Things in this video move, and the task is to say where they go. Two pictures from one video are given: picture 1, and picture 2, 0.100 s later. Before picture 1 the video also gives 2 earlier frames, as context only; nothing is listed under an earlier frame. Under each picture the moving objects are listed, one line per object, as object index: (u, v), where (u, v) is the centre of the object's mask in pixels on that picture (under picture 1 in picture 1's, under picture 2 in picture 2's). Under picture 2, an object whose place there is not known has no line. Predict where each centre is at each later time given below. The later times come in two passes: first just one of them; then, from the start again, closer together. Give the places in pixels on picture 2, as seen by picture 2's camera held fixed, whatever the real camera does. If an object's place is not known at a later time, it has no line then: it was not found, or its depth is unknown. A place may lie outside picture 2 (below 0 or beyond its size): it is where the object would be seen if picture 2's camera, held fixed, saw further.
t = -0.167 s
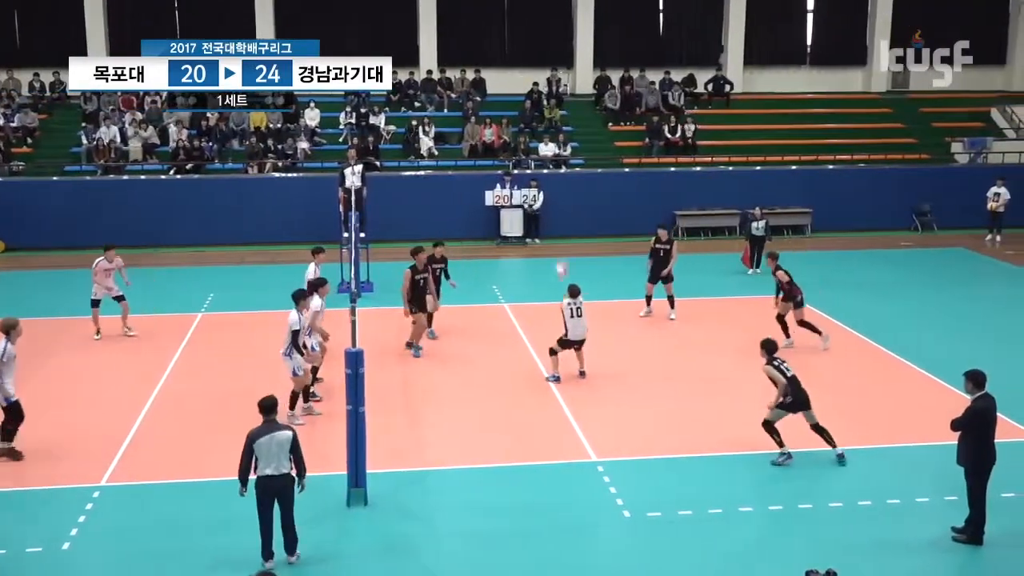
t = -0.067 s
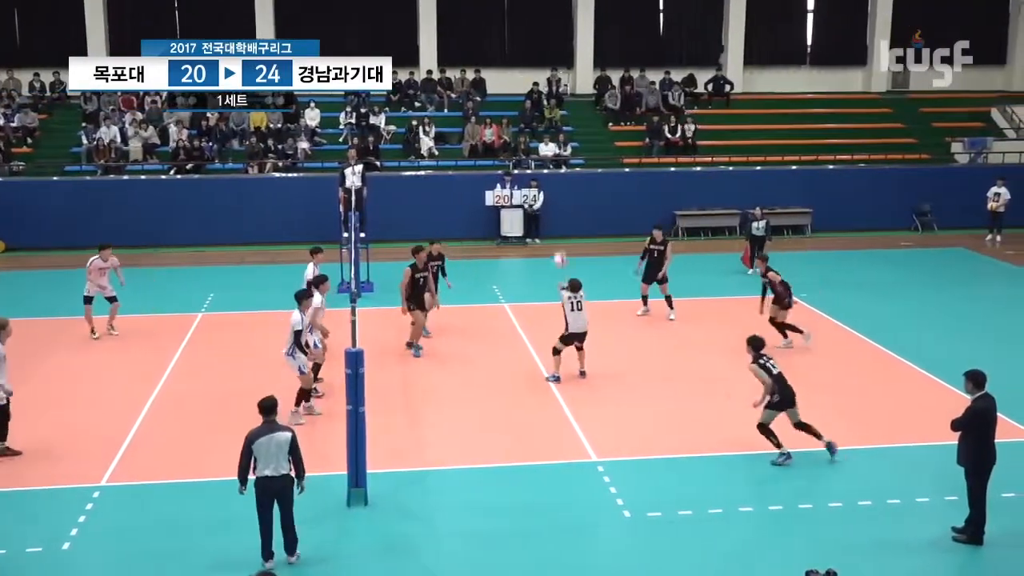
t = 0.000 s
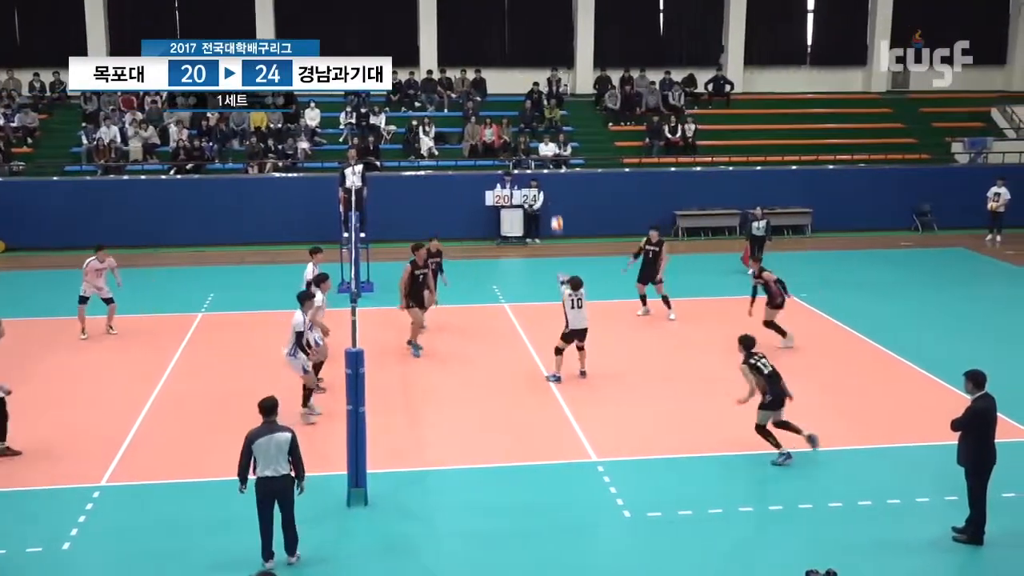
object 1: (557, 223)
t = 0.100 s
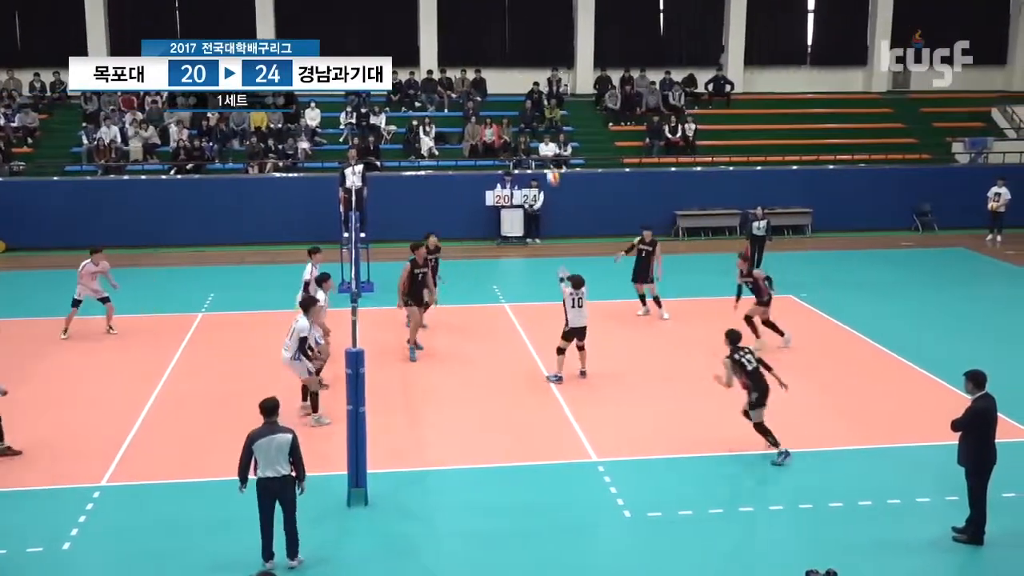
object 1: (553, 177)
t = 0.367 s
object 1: (540, 81)
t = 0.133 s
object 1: (551, 161)
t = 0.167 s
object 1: (552, 147)
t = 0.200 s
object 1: (549, 134)
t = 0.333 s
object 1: (542, 91)
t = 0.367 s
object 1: (540, 81)
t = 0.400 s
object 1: (539, 71)
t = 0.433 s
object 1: (538, 65)
